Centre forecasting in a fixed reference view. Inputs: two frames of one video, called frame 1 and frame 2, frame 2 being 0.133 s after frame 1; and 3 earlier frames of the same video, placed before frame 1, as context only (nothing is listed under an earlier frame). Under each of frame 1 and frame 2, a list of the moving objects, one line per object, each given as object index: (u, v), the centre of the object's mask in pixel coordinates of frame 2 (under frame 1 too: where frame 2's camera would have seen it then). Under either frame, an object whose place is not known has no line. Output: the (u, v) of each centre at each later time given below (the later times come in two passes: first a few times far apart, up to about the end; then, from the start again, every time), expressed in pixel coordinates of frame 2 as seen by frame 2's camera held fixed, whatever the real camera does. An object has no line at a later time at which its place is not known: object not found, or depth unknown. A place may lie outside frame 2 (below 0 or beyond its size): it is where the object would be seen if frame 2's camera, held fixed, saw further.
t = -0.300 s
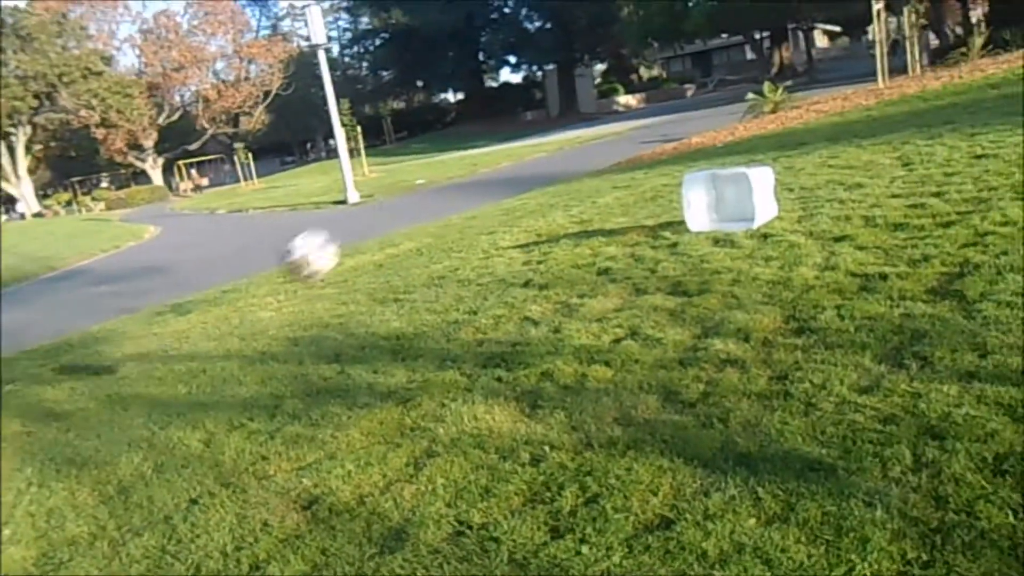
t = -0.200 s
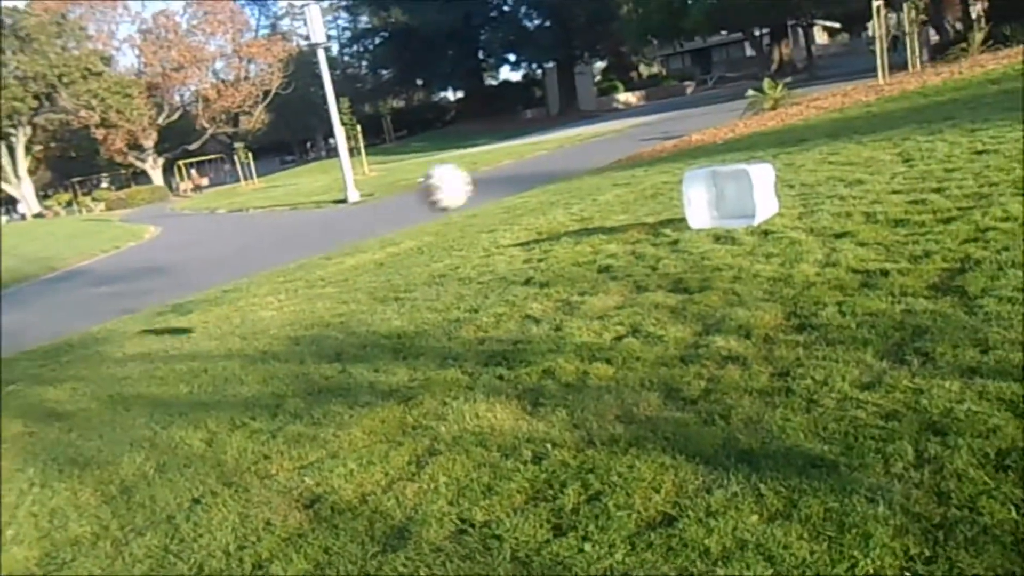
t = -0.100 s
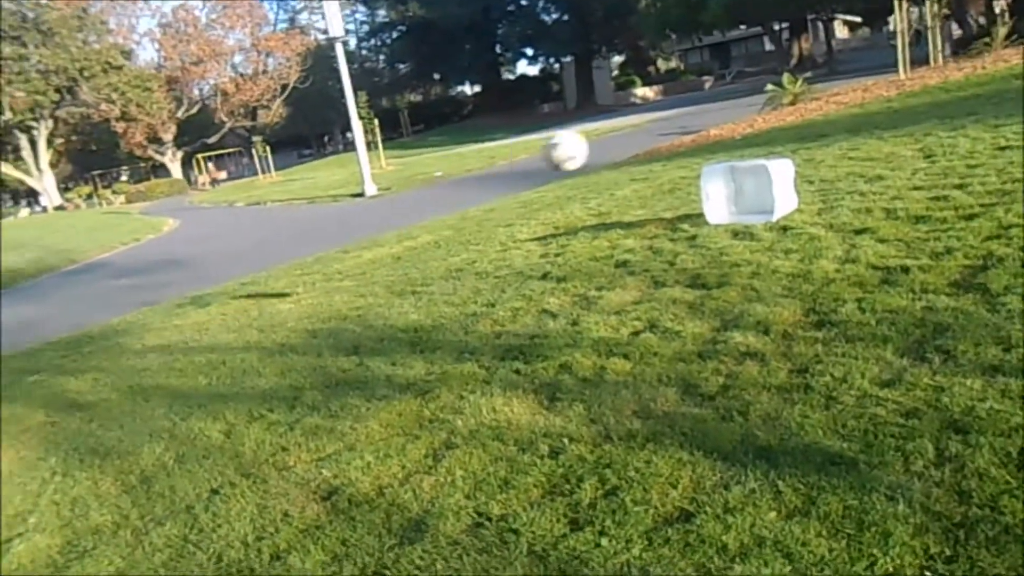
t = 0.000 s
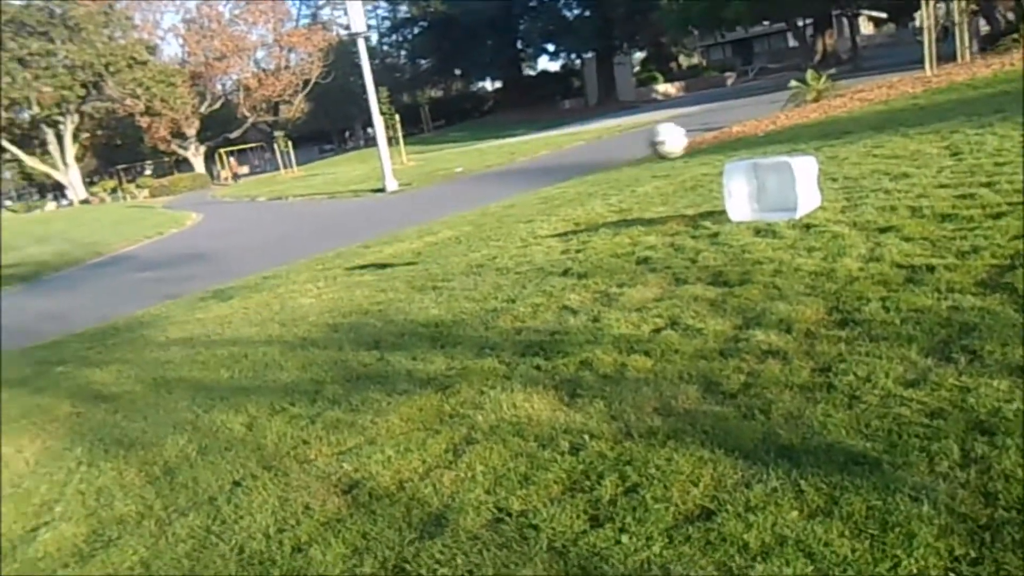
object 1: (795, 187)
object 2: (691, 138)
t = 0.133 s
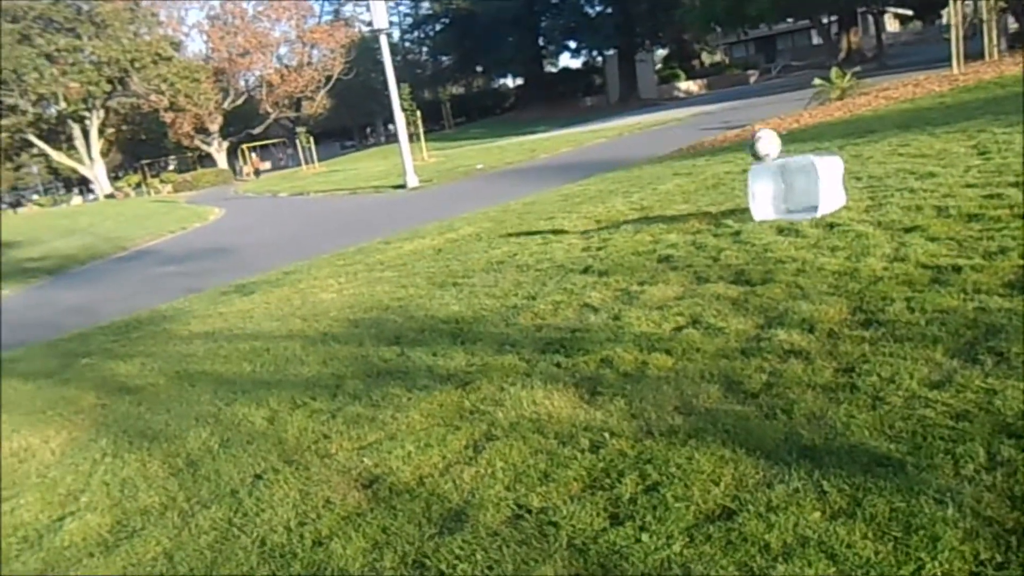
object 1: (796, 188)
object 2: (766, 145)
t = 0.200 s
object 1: (795, 180)
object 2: (775, 127)
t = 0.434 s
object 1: (796, 178)
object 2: (807, 111)
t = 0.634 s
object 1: (800, 177)
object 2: (837, 147)
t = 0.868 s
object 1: (804, 176)
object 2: (850, 140)
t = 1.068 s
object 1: (806, 176)
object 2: (862, 142)
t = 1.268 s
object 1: (812, 176)
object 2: (868, 138)
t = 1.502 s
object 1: (822, 179)
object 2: (874, 134)
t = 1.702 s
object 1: (823, 178)
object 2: (873, 133)
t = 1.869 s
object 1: (823, 178)
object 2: (876, 129)
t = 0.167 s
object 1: (796, 184)
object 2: (770, 135)
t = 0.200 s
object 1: (795, 180)
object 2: (775, 127)
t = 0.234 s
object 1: (795, 177)
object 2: (780, 120)
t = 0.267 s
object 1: (795, 177)
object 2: (784, 115)
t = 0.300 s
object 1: (795, 178)
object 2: (788, 112)
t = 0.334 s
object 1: (795, 179)
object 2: (792, 110)
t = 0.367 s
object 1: (795, 179)
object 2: (797, 109)
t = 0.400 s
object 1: (796, 178)
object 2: (802, 110)
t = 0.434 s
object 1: (796, 178)
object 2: (807, 111)
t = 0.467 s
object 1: (797, 178)
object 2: (812, 115)
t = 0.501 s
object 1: (798, 178)
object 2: (816, 119)
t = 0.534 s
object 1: (799, 177)
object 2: (821, 126)
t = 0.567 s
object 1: (800, 177)
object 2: (826, 132)
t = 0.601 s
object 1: (800, 177)
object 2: (832, 139)
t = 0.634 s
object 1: (800, 177)
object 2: (837, 147)
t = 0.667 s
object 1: (802, 176)
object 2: (840, 151)
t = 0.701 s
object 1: (803, 176)
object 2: (843, 151)
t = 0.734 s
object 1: (802, 177)
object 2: (845, 148)
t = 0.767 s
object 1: (802, 176)
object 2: (846, 145)
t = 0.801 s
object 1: (803, 176)
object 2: (848, 142)
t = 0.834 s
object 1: (803, 176)
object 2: (848, 142)
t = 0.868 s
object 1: (804, 176)
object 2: (850, 140)
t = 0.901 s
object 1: (804, 176)
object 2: (853, 140)
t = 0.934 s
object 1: (805, 176)
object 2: (856, 141)
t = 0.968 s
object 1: (805, 176)
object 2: (858, 143)
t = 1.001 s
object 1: (805, 176)
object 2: (860, 146)
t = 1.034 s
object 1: (805, 176)
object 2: (861, 145)
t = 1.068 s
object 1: (806, 176)
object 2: (862, 142)
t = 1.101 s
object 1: (807, 175)
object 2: (862, 139)
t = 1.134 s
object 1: (808, 175)
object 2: (863, 137)
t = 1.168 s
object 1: (808, 175)
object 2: (863, 136)
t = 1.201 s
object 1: (810, 175)
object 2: (865, 136)
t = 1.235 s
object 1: (810, 176)
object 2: (865, 137)
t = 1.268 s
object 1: (812, 176)
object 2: (868, 138)
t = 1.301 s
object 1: (813, 176)
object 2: (871, 139)
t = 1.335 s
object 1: (814, 176)
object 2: (871, 137)
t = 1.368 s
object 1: (816, 176)
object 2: (871, 136)
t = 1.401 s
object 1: (817, 177)
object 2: (872, 134)
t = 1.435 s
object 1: (819, 177)
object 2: (872, 134)
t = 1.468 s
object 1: (819, 179)
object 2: (871, 135)
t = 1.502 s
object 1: (822, 179)
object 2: (874, 134)
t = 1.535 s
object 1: (823, 178)
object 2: (875, 134)
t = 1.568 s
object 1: (823, 178)
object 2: (874, 134)
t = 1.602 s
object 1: (824, 177)
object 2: (874, 133)
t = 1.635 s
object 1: (825, 177)
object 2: (877, 131)
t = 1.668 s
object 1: (824, 177)
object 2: (875, 131)
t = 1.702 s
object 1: (823, 178)
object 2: (873, 133)
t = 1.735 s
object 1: (824, 178)
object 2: (875, 132)
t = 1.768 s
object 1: (823, 178)
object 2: (875, 131)
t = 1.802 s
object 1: (823, 178)
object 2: (876, 130)
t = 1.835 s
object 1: (824, 178)
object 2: (876, 129)
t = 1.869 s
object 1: (823, 178)
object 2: (876, 129)
